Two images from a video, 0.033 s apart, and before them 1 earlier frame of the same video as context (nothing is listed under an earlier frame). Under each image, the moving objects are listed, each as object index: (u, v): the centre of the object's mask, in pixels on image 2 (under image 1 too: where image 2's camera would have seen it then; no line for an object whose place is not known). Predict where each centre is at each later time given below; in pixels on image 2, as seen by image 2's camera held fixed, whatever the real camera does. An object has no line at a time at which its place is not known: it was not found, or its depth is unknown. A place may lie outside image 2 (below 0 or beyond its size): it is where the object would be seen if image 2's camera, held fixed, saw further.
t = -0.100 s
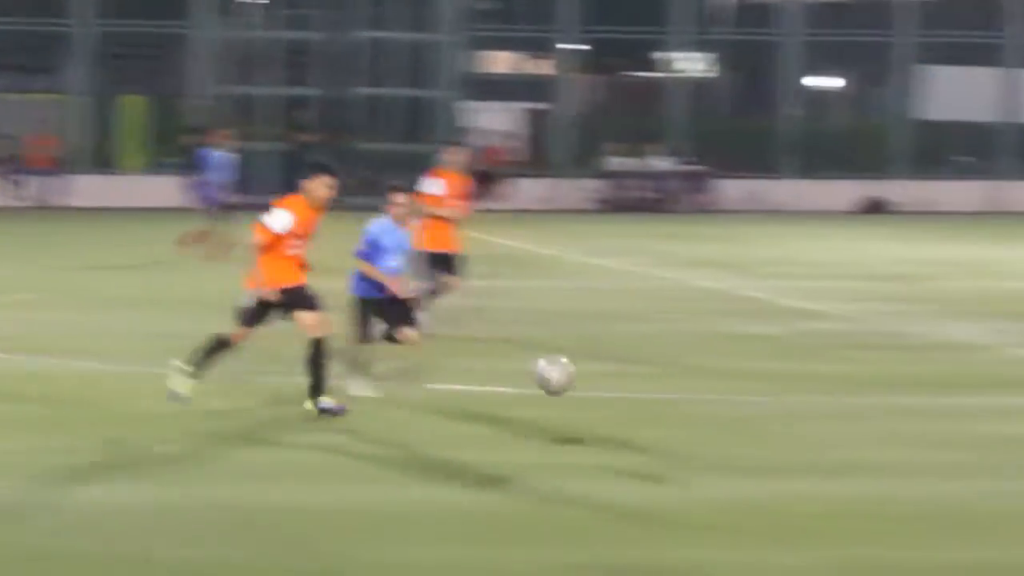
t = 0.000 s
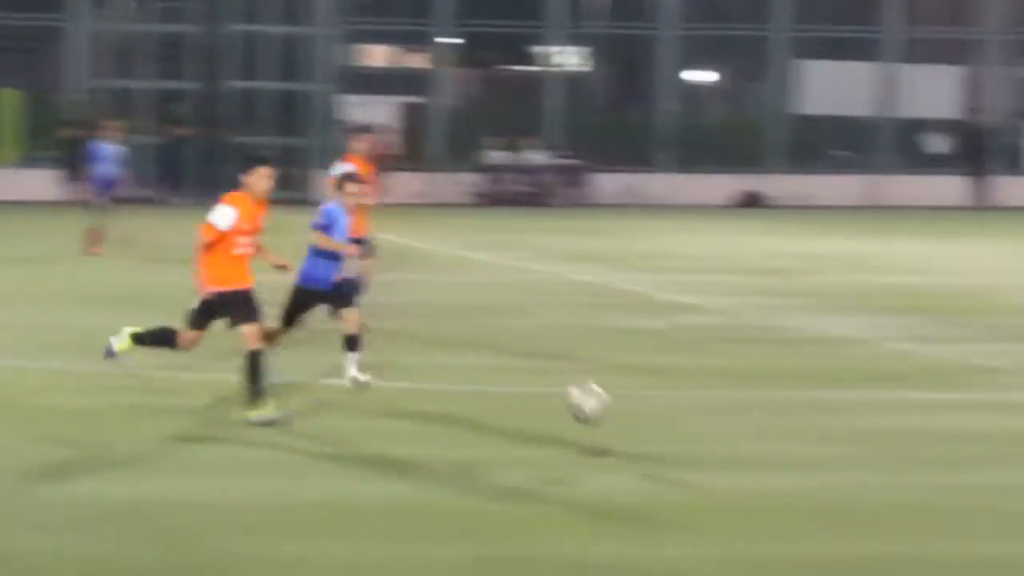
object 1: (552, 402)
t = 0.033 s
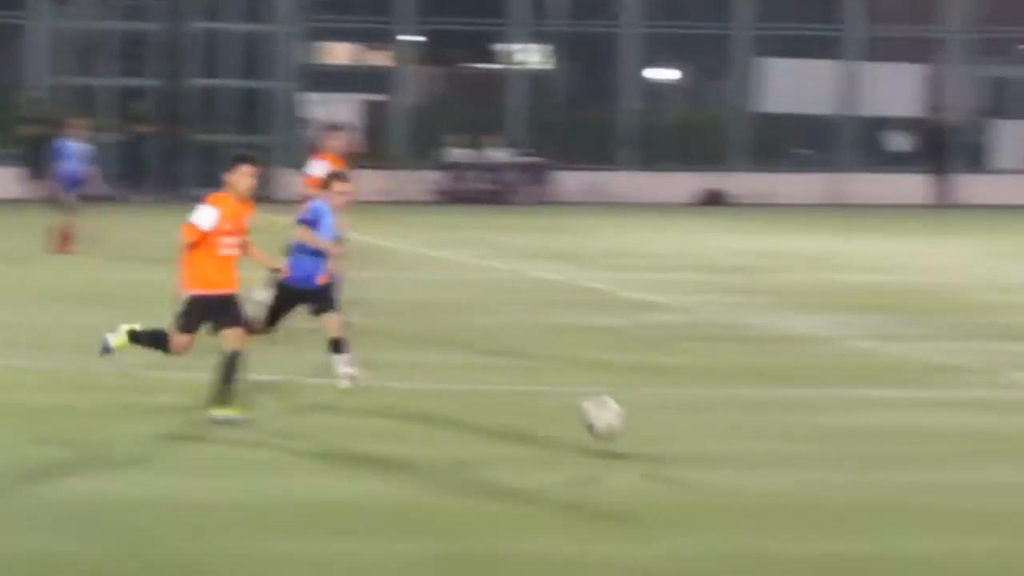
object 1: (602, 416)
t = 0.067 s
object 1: (655, 433)
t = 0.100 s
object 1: (707, 448)
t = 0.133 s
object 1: (750, 438)
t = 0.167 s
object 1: (793, 430)
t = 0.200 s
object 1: (838, 424)
